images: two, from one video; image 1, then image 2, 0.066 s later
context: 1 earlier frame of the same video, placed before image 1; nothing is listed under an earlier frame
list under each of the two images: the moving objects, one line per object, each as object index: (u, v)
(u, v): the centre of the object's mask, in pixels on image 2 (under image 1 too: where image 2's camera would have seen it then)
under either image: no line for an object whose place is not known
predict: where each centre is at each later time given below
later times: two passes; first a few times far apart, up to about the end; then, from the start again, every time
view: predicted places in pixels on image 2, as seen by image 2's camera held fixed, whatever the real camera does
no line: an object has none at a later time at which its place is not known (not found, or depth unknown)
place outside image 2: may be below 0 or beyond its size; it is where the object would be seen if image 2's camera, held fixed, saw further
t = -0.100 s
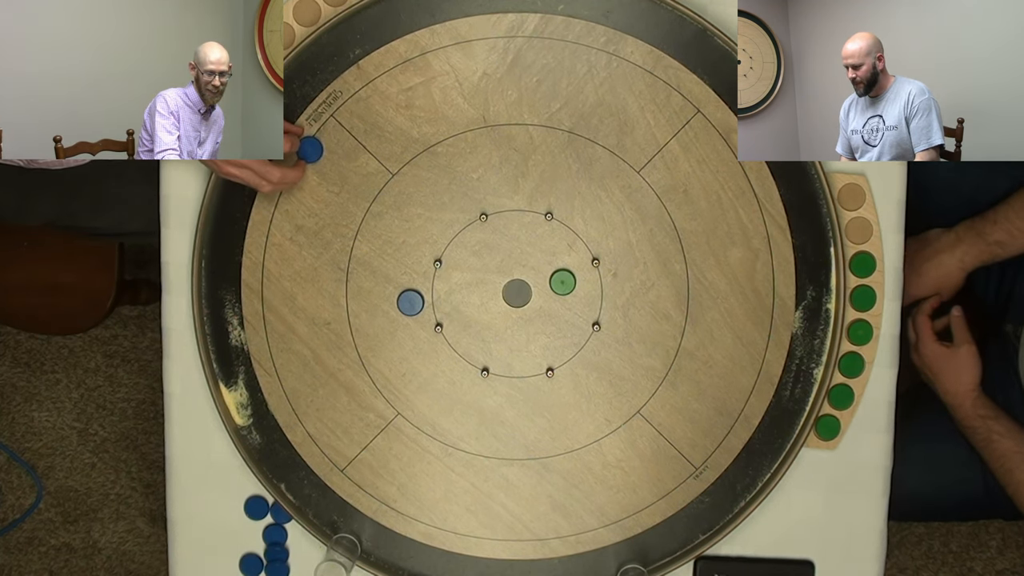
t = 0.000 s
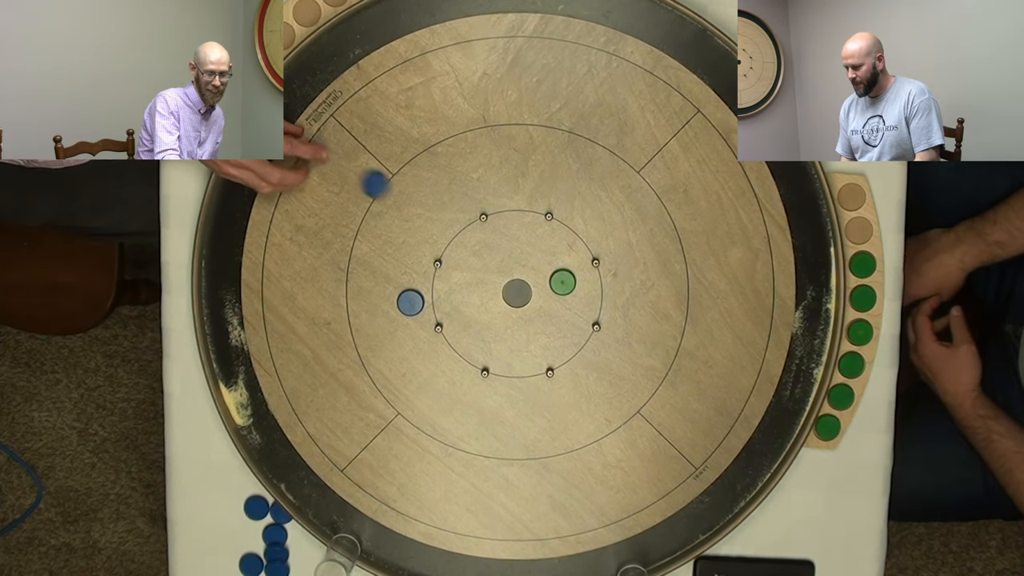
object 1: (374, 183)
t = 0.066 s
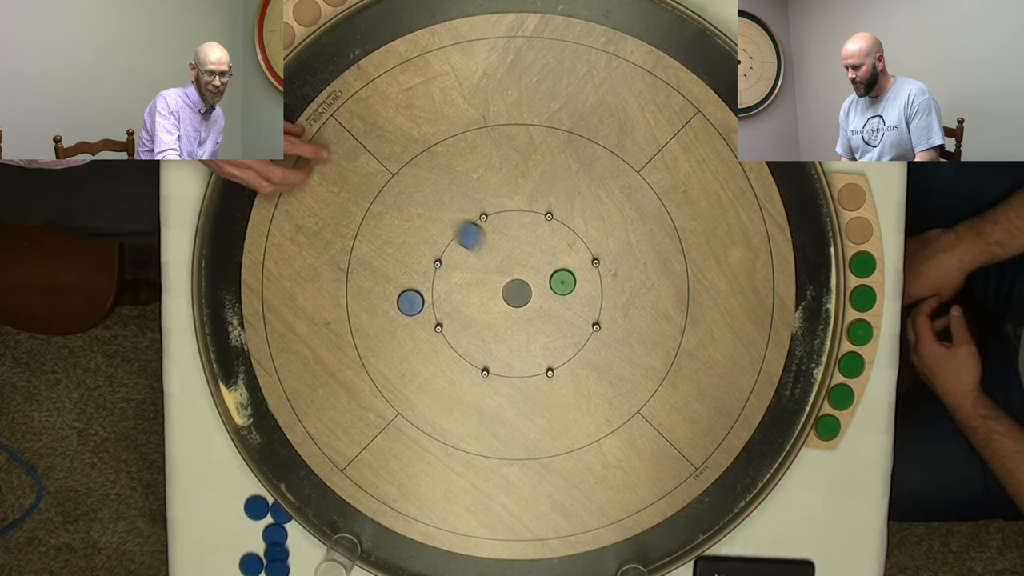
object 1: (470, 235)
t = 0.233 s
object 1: (545, 282)
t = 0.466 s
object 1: (545, 282)
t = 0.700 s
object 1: (545, 282)
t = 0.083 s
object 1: (492, 247)
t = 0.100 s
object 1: (514, 259)
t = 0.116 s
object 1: (537, 271)
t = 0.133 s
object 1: (539, 274)
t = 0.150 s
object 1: (541, 276)
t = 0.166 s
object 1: (542, 278)
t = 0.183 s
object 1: (543, 279)
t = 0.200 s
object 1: (544, 280)
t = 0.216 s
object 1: (545, 281)
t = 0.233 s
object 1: (545, 282)
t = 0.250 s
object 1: (546, 282)
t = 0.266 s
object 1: (545, 282)
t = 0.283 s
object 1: (545, 282)
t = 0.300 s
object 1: (545, 282)
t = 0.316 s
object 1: (545, 282)
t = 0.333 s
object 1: (545, 282)
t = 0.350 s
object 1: (545, 282)
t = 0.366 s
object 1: (546, 282)
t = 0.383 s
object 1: (545, 282)
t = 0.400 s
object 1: (546, 282)
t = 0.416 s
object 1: (545, 282)
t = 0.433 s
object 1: (546, 282)
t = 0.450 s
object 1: (545, 282)
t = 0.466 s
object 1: (545, 282)
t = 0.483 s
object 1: (545, 282)
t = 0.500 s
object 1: (546, 282)
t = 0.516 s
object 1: (546, 282)
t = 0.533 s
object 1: (545, 282)
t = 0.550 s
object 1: (546, 282)
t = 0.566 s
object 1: (545, 282)
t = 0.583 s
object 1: (546, 282)
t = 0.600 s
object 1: (546, 282)
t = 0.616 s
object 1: (546, 282)
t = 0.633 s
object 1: (546, 282)
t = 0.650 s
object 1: (545, 282)
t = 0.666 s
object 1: (545, 282)
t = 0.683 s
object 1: (546, 282)
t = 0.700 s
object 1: (545, 282)
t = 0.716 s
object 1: (545, 282)
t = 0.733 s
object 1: (545, 282)
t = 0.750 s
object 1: (545, 282)
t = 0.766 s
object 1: (545, 282)
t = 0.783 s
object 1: (545, 282)
